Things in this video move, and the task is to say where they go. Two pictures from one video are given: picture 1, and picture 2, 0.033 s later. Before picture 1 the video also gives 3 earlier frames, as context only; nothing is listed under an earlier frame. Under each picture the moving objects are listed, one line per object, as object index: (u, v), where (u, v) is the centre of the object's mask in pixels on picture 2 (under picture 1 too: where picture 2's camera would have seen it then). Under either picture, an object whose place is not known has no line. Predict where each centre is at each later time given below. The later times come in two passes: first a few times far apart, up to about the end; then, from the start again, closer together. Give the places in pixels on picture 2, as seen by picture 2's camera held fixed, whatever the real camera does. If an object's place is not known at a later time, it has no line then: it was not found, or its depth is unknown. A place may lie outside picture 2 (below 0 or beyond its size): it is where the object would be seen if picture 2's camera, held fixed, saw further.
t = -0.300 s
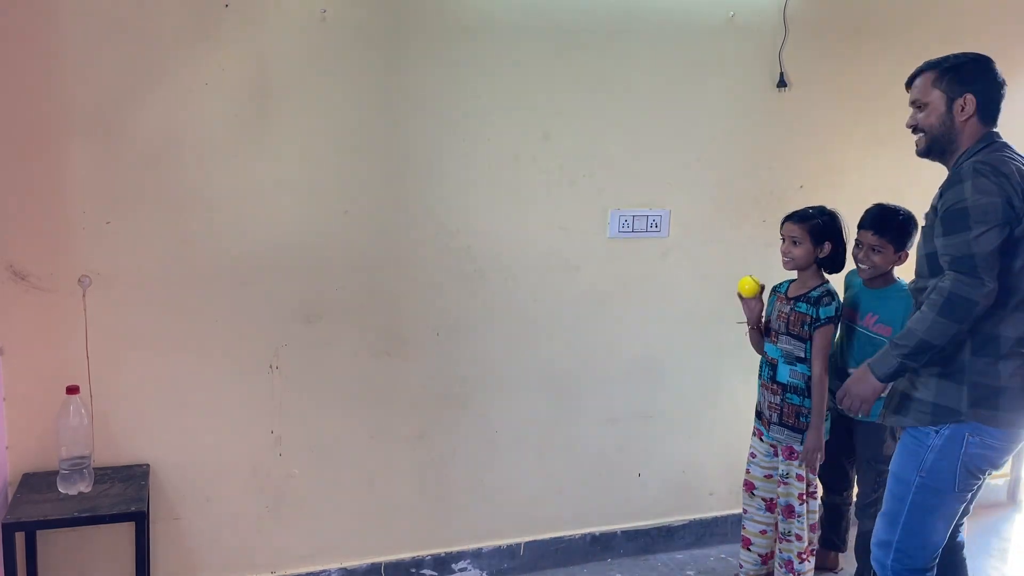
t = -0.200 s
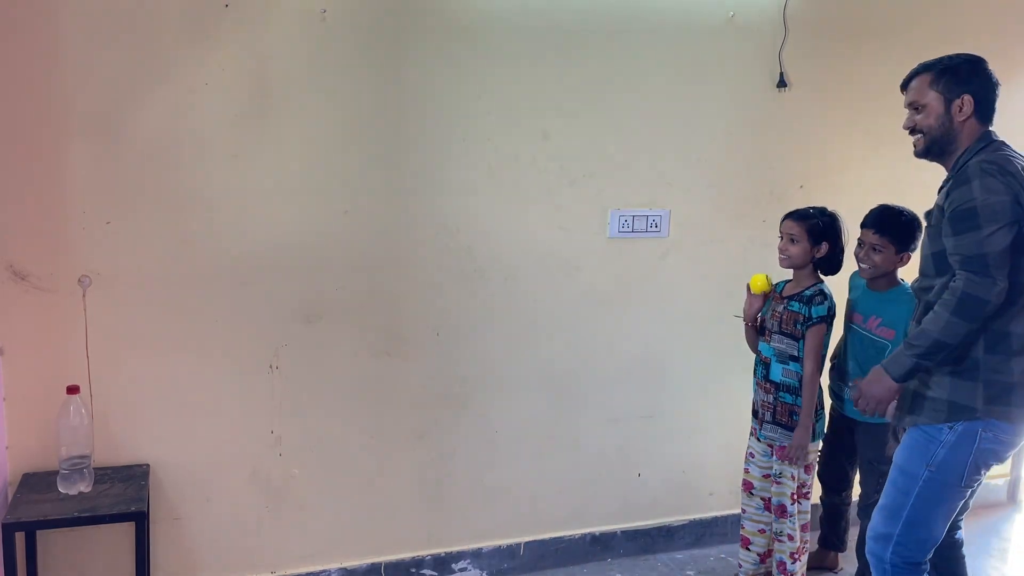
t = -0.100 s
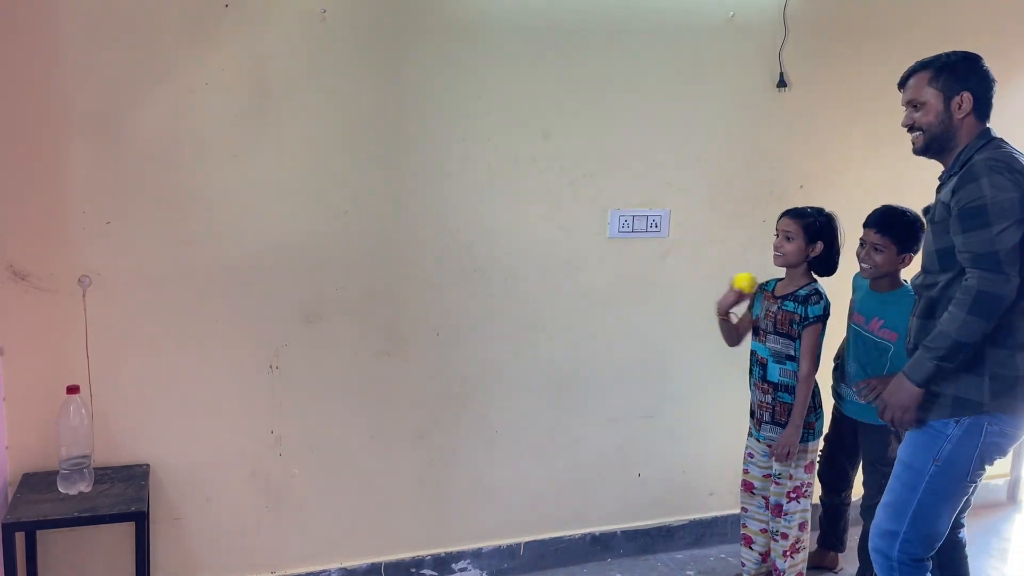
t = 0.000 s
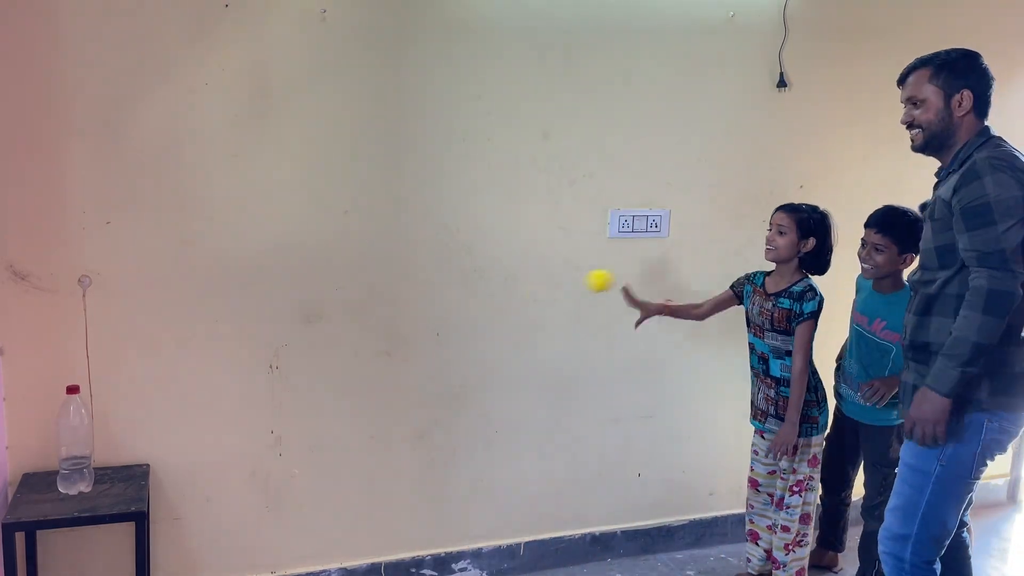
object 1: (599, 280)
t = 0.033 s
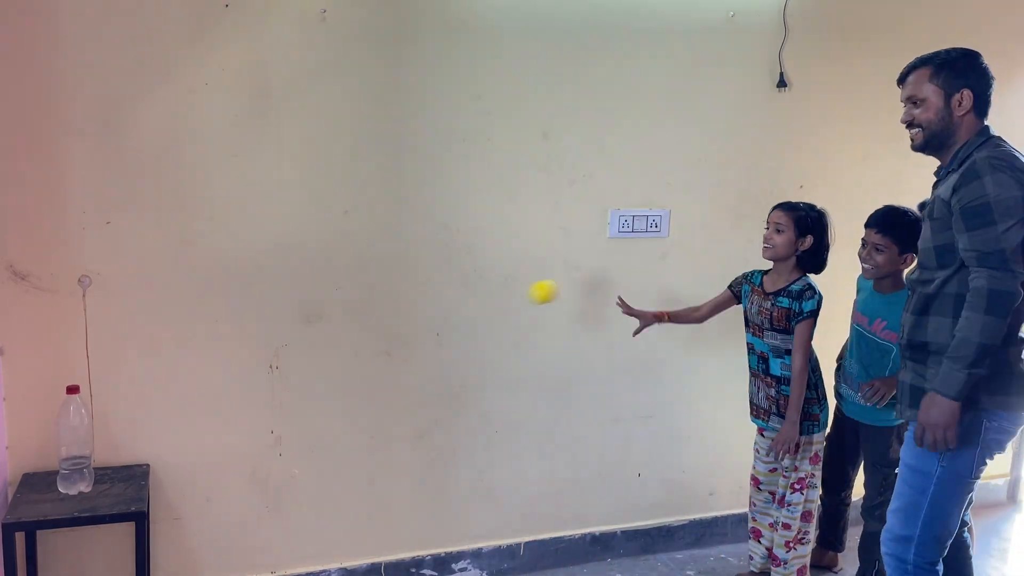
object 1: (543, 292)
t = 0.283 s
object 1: (118, 441)
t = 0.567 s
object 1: (240, 272)
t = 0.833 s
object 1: (333, 363)
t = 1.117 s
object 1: (399, 569)
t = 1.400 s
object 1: (382, 483)
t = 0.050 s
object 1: (513, 299)
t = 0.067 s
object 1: (484, 308)
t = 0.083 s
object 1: (453, 317)
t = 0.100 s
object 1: (422, 327)
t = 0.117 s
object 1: (391, 338)
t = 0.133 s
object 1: (360, 350)
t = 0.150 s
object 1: (326, 365)
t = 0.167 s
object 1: (294, 379)
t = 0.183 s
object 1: (261, 395)
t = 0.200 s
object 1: (226, 413)
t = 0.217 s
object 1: (191, 432)
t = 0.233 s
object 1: (158, 450)
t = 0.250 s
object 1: (122, 471)
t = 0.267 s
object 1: (110, 462)
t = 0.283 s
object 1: (118, 441)
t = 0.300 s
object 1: (126, 422)
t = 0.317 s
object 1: (133, 406)
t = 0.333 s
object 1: (141, 389)
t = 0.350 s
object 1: (149, 373)
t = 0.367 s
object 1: (156, 359)
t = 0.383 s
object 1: (163, 347)
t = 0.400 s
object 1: (171, 334)
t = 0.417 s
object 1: (178, 323)
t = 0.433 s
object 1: (184, 313)
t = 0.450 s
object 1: (192, 305)
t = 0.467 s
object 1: (199, 297)
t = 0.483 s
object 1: (206, 290)
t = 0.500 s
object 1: (213, 284)
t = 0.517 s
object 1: (219, 280)
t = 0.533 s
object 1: (226, 277)
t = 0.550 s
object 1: (233, 273)
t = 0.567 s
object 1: (240, 272)
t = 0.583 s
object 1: (247, 271)
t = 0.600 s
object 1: (253, 272)
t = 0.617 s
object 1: (260, 273)
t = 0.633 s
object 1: (266, 275)
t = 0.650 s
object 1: (273, 278)
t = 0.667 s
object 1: (279, 282)
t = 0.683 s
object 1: (284, 286)
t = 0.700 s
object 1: (290, 291)
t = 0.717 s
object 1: (295, 297)
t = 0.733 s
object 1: (300, 304)
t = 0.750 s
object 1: (306, 312)
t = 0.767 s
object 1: (311, 320)
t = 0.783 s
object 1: (316, 329)
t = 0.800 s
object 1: (322, 340)
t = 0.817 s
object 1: (327, 351)
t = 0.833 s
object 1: (333, 363)
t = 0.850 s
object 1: (338, 376)
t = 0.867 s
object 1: (343, 389)
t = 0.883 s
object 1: (348, 403)
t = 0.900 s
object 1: (353, 419)
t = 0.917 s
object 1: (358, 435)
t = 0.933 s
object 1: (362, 451)
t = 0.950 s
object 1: (368, 469)
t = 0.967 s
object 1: (373, 488)
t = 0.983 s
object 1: (377, 506)
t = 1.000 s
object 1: (382, 525)
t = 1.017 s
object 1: (387, 545)
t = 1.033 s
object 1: (392, 565)
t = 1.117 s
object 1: (399, 569)
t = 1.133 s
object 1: (397, 563)
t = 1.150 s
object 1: (398, 551)
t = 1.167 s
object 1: (396, 540)
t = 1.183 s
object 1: (396, 531)
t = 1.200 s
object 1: (395, 522)
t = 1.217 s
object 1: (394, 514)
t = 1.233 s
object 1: (393, 507)
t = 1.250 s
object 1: (392, 500)
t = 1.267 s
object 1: (391, 495)
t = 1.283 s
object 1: (390, 491)
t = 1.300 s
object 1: (389, 487)
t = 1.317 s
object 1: (388, 484)
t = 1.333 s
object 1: (387, 482)
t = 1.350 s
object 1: (386, 481)
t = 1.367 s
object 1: (384, 480)
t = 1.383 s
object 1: (383, 481)
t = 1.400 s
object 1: (382, 483)
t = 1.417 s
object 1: (380, 485)
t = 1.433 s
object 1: (379, 489)
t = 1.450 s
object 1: (378, 493)
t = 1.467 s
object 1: (377, 499)
